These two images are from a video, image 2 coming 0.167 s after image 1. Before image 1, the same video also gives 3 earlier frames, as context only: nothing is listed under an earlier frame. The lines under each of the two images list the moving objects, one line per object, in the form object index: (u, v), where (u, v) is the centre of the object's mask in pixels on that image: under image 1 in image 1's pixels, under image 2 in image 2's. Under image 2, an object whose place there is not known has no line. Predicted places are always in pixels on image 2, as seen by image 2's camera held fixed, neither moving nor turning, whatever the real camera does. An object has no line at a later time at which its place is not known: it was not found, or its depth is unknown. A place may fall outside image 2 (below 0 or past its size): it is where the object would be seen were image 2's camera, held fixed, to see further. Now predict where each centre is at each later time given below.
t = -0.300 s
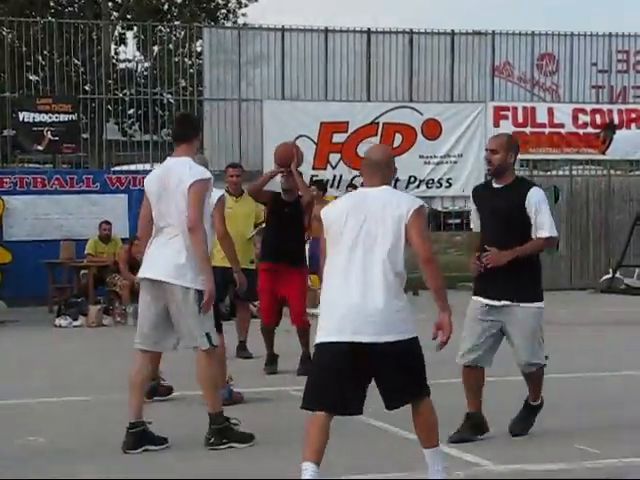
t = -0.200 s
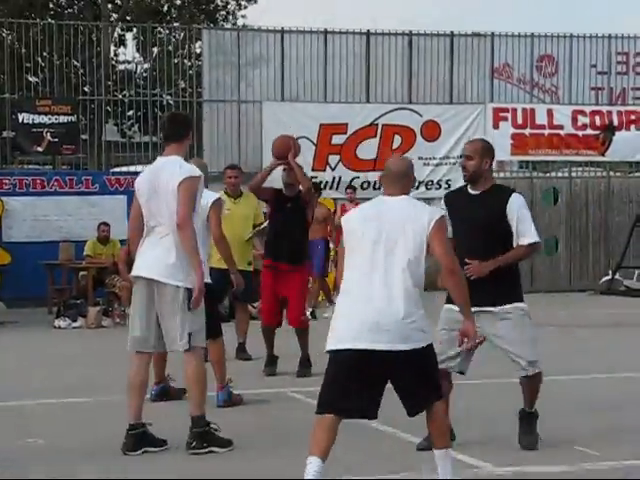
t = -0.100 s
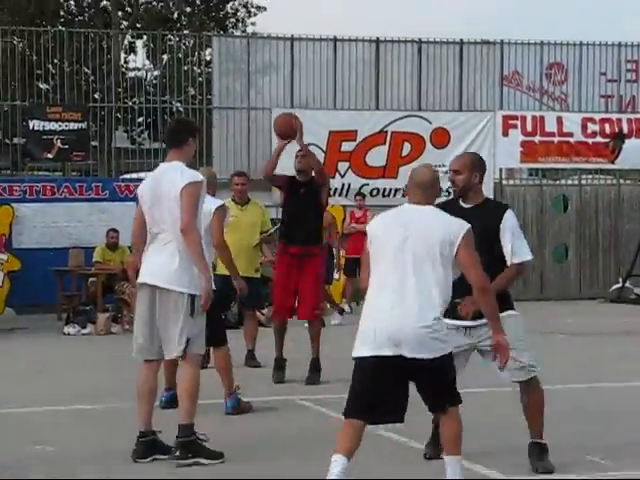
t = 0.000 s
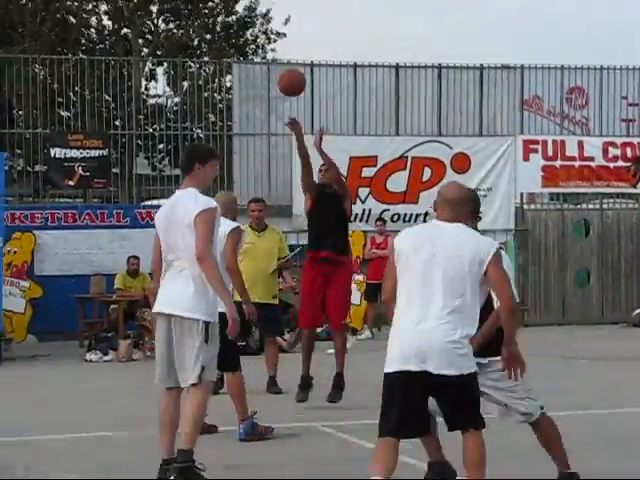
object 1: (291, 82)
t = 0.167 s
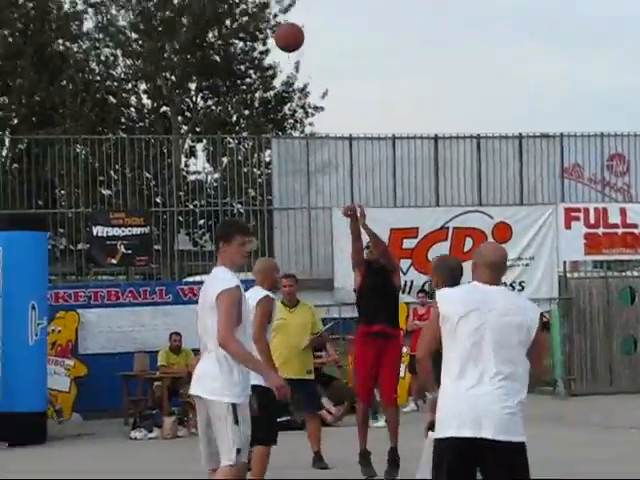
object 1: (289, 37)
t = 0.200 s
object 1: (281, 15)
